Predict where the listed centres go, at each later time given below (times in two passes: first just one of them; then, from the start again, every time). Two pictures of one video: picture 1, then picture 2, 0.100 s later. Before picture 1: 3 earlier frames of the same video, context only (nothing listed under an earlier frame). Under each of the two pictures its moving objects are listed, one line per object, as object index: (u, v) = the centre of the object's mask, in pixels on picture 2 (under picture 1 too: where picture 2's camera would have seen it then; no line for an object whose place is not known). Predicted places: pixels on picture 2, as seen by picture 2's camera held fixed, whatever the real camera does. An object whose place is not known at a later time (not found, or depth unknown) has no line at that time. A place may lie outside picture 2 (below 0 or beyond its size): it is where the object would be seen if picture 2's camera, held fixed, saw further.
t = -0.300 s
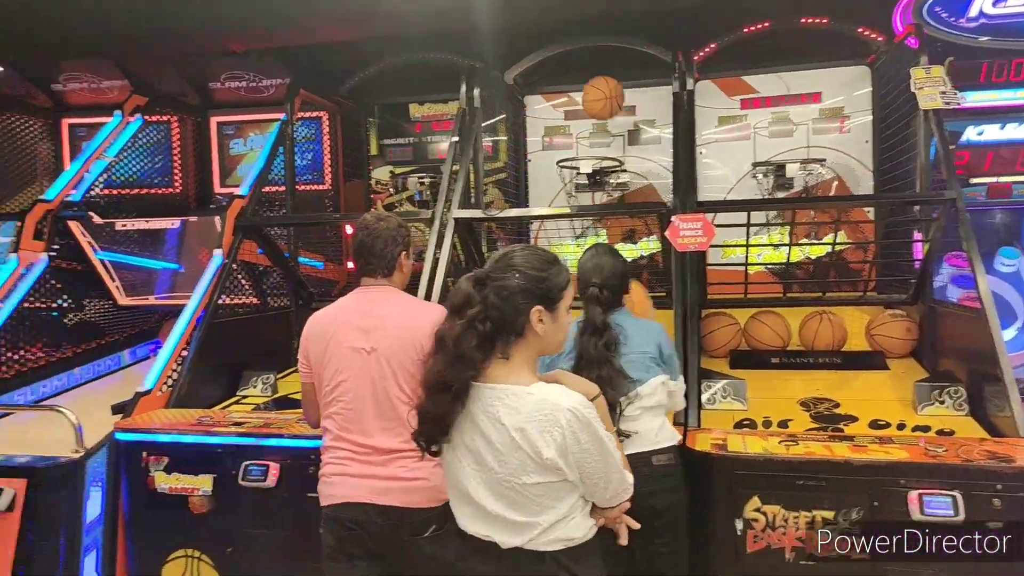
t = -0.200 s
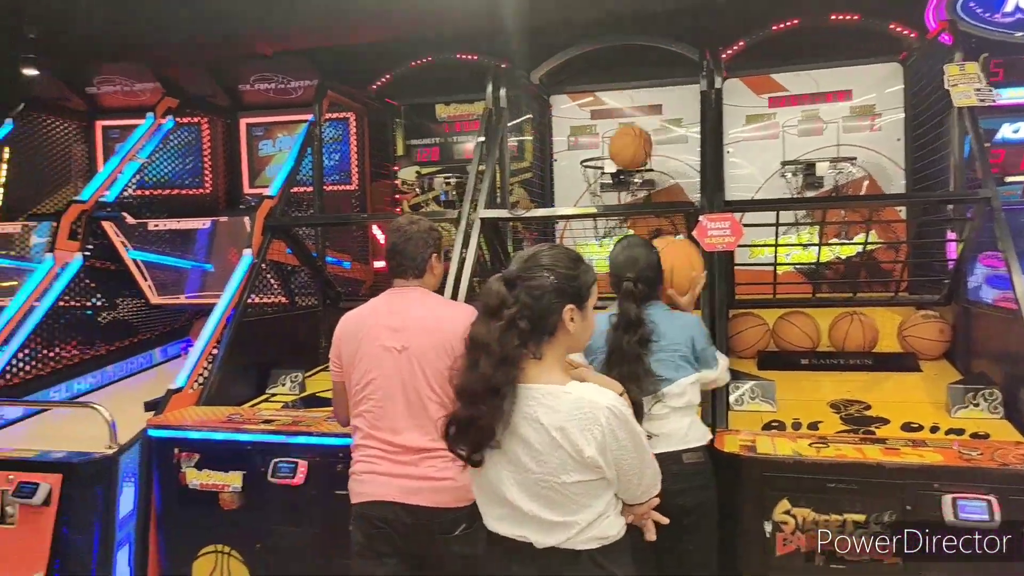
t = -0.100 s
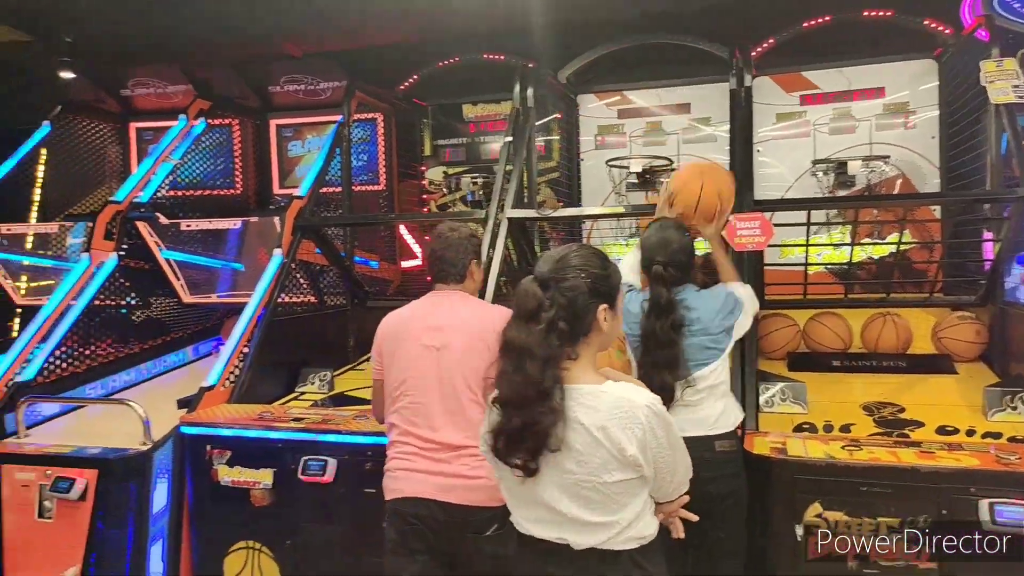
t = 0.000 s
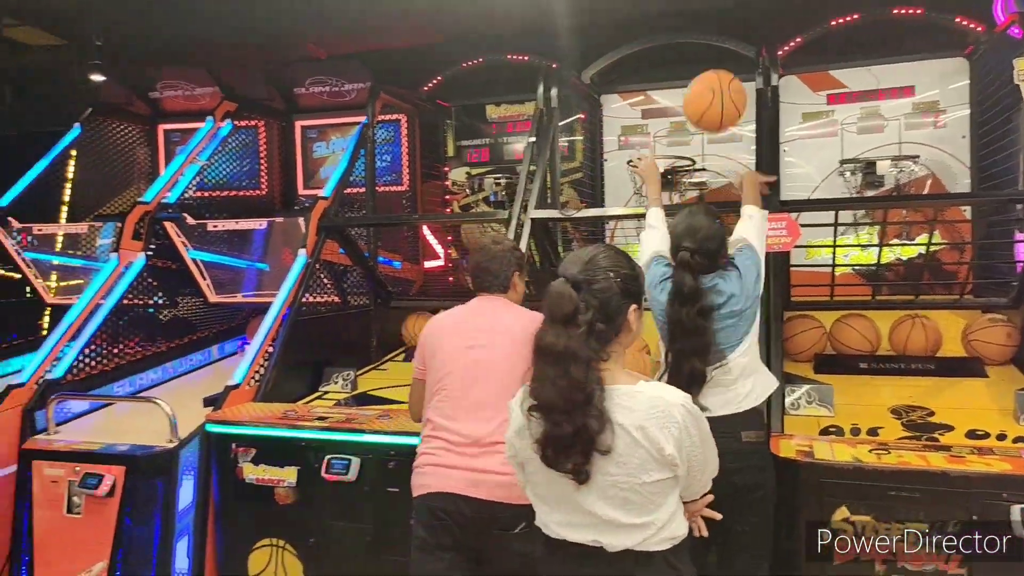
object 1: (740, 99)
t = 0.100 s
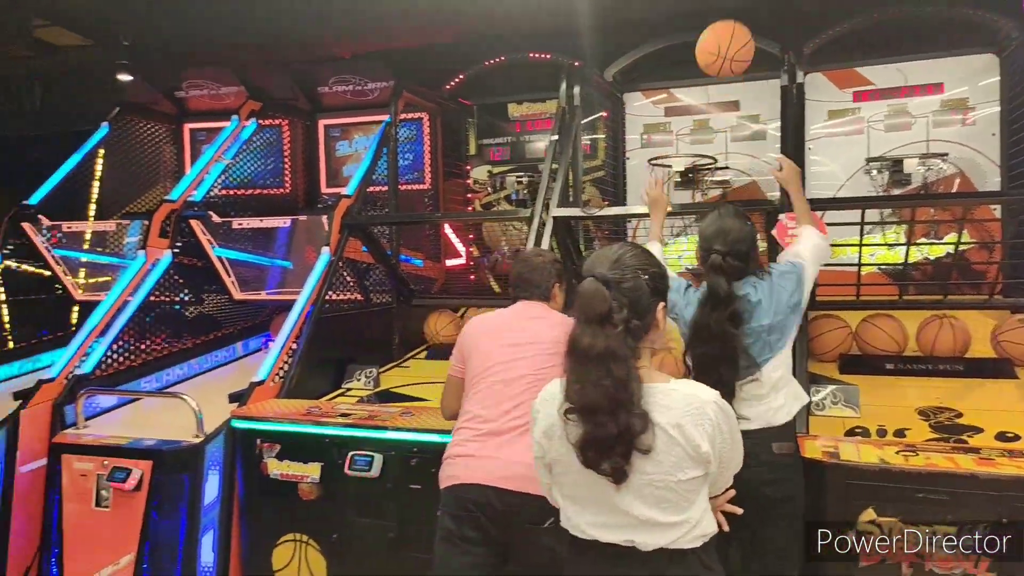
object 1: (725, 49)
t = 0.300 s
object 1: (704, 35)
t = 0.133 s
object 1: (721, 40)
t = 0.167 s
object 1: (717, 34)
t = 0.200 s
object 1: (713, 30)
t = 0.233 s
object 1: (710, 29)
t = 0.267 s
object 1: (707, 31)
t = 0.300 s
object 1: (704, 35)
